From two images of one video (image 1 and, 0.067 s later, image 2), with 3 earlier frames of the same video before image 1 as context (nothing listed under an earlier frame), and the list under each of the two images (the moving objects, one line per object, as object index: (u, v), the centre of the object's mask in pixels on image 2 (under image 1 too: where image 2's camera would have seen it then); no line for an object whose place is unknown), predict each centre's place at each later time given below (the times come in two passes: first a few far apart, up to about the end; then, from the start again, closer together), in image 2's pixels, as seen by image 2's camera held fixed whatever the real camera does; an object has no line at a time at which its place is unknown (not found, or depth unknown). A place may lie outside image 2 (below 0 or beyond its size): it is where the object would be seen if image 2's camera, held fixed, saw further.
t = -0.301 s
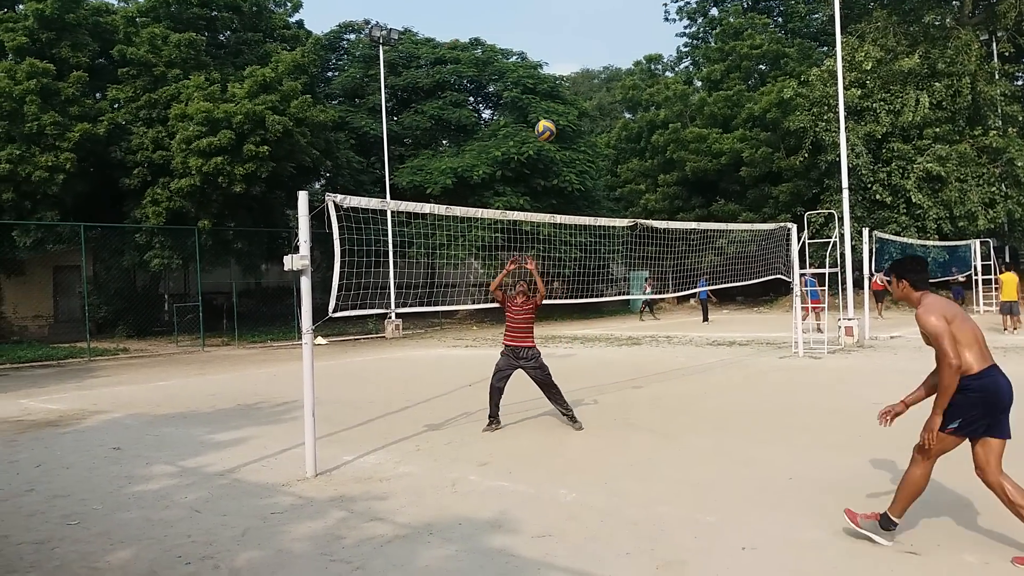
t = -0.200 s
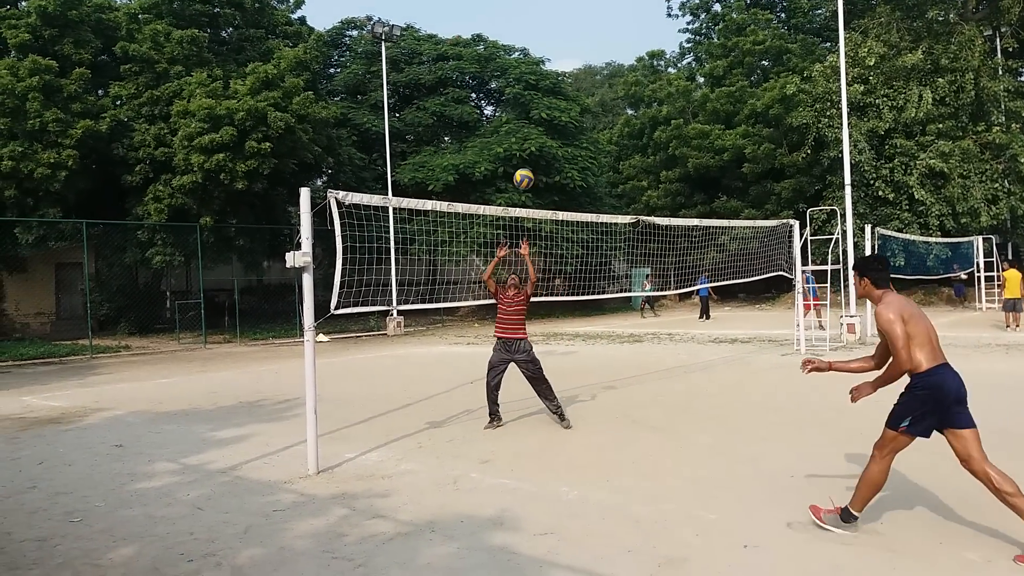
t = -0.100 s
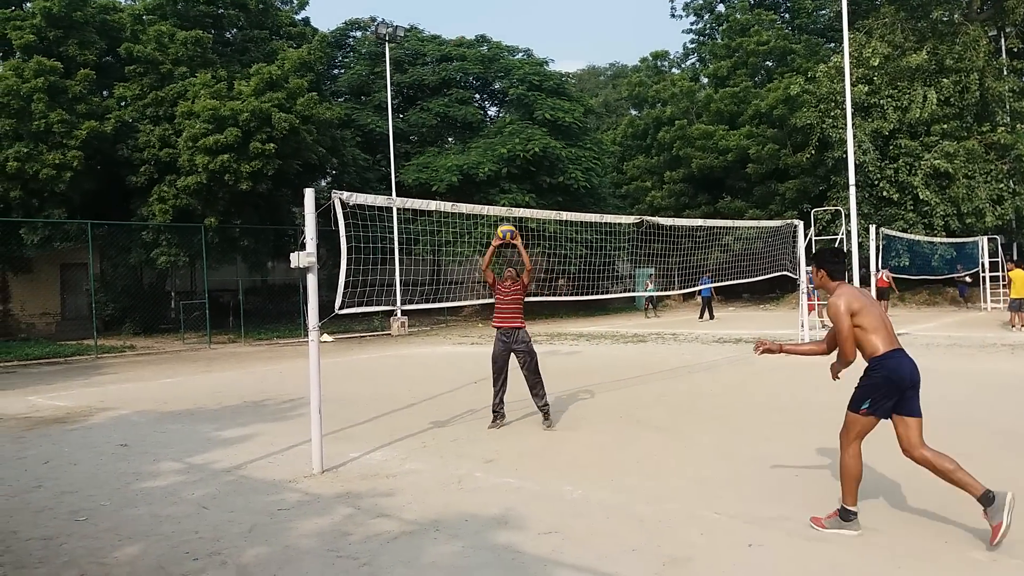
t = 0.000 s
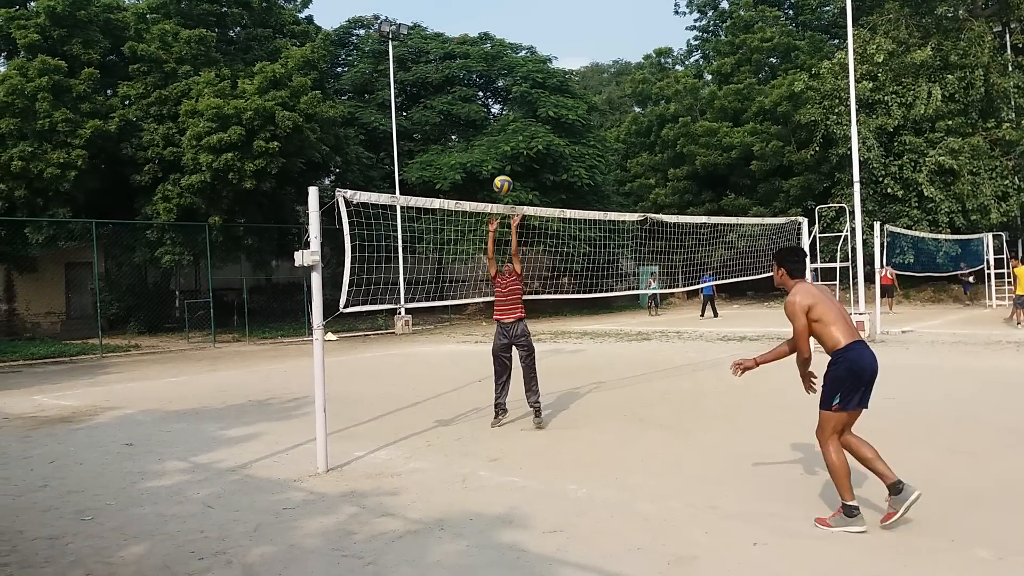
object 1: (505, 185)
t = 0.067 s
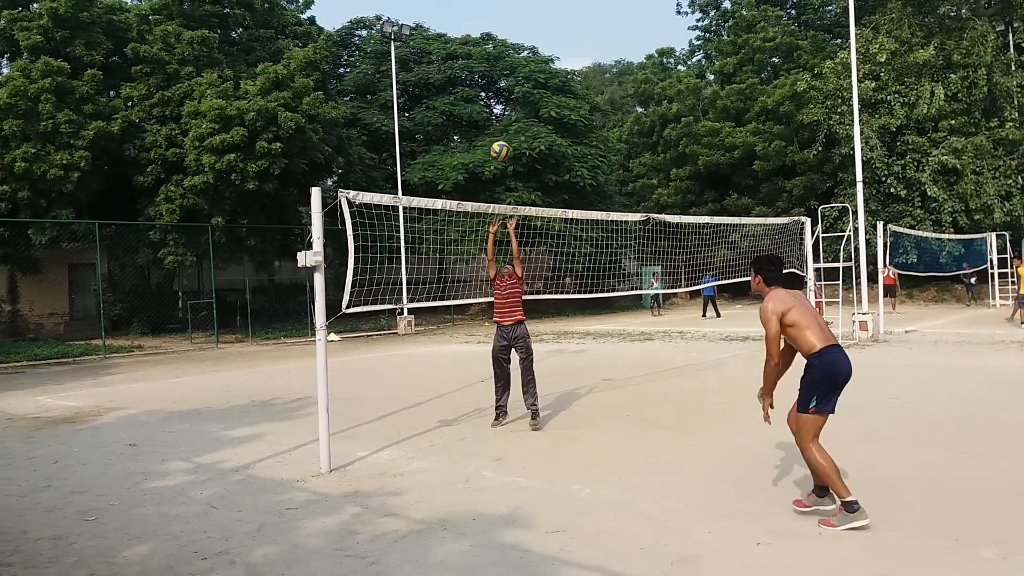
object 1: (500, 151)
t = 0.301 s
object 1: (483, 57)
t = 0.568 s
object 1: (465, 9)
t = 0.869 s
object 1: (447, 31)
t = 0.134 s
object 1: (495, 120)
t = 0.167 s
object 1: (492, 105)
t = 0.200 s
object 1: (490, 92)
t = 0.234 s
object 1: (487, 79)
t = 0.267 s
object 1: (485, 68)
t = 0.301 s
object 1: (483, 57)
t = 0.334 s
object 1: (480, 47)
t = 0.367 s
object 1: (479, 38)
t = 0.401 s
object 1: (477, 31)
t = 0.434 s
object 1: (474, 24)
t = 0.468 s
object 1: (472, 18)
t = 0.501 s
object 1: (470, 13)
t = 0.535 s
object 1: (467, 10)
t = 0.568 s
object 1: (465, 9)
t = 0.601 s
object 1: (463, 8)
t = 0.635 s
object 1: (461, 7)
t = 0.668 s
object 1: (459, 8)
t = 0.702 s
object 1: (457, 8)
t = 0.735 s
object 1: (455, 10)
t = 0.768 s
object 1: (453, 13)
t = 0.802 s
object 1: (451, 18)
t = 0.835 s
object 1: (449, 24)
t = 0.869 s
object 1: (447, 31)
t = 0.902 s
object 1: (445, 40)
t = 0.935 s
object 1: (443, 50)
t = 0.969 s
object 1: (442, 61)
